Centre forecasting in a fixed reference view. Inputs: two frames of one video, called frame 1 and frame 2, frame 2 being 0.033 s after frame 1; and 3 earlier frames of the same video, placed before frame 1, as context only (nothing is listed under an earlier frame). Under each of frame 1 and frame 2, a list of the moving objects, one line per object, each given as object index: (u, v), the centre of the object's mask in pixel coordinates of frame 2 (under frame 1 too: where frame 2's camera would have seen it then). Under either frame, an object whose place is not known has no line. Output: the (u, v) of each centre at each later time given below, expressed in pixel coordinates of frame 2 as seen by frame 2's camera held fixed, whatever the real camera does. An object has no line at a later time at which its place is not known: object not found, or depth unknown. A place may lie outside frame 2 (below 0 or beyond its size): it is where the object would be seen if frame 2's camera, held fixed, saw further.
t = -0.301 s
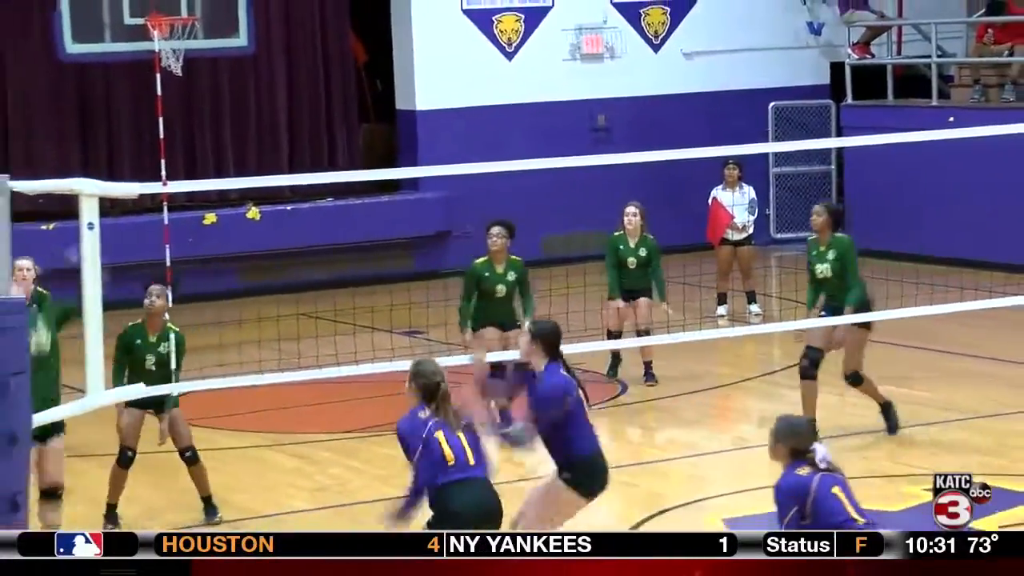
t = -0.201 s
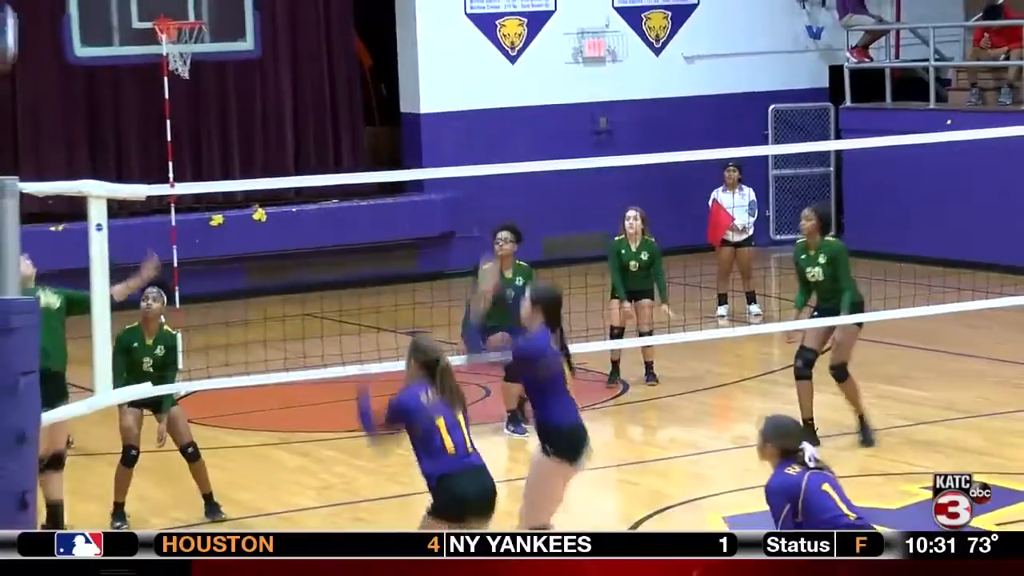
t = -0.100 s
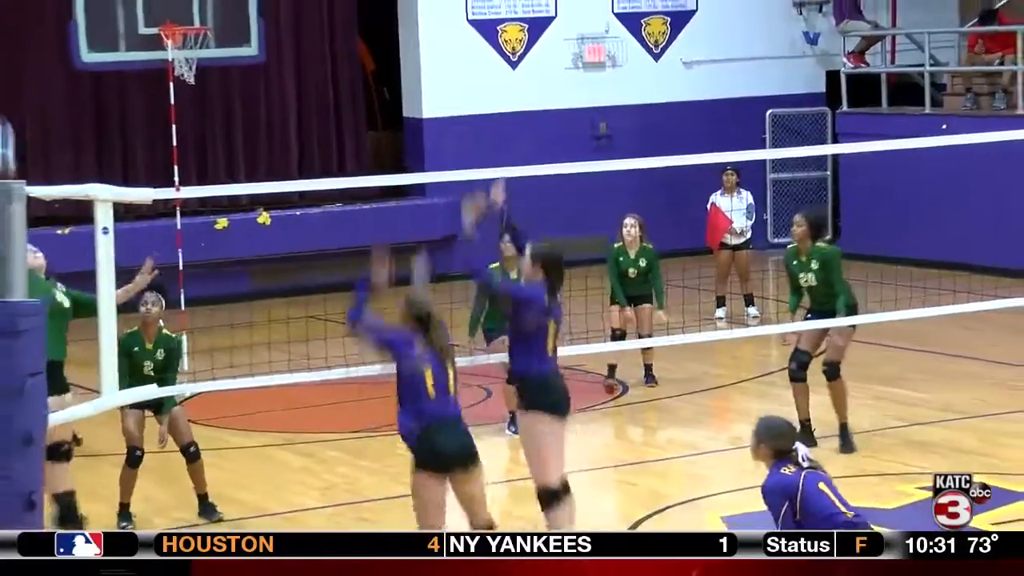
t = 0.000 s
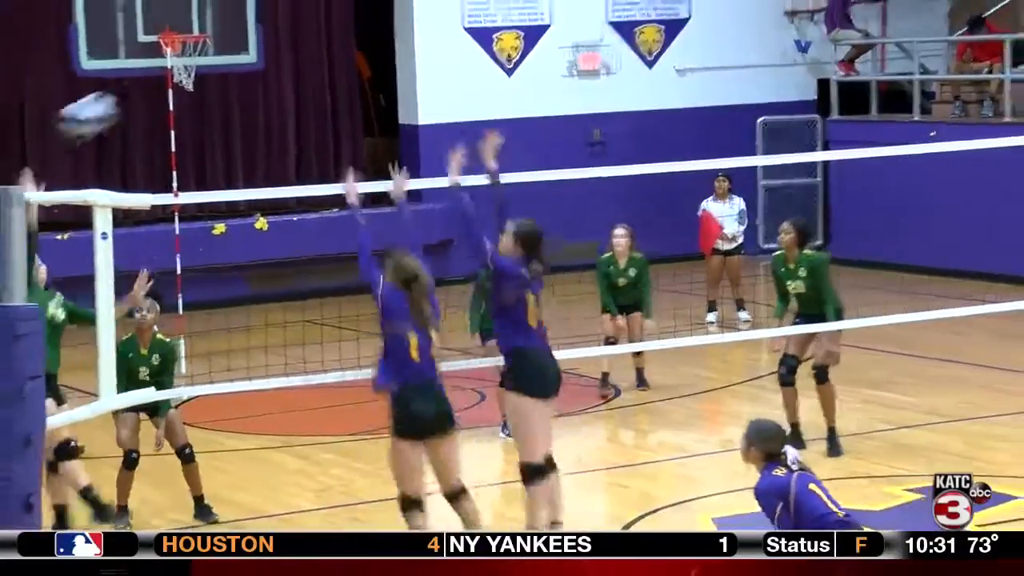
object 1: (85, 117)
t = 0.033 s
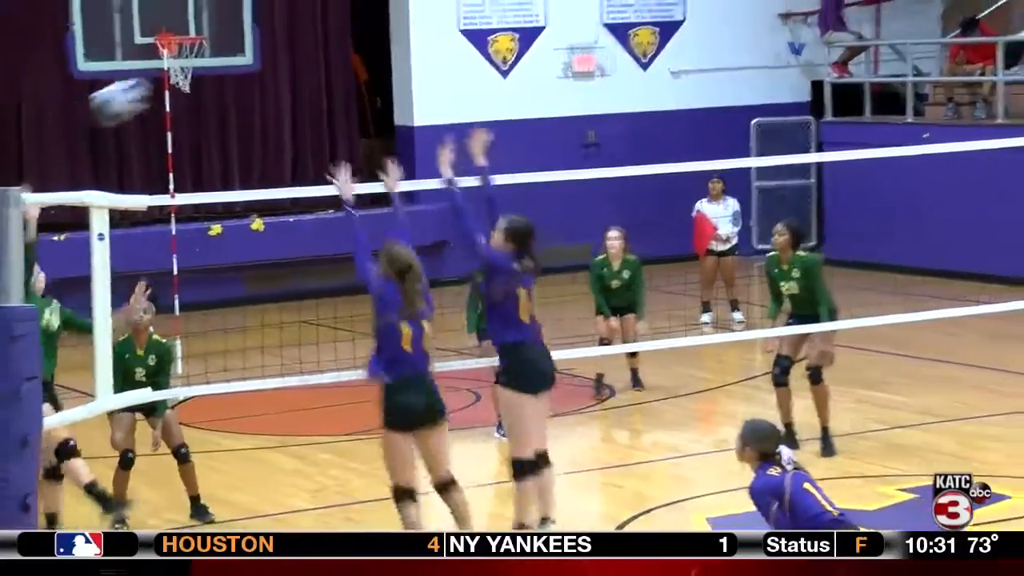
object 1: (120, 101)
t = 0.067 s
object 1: (155, 84)
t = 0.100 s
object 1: (193, 69)
